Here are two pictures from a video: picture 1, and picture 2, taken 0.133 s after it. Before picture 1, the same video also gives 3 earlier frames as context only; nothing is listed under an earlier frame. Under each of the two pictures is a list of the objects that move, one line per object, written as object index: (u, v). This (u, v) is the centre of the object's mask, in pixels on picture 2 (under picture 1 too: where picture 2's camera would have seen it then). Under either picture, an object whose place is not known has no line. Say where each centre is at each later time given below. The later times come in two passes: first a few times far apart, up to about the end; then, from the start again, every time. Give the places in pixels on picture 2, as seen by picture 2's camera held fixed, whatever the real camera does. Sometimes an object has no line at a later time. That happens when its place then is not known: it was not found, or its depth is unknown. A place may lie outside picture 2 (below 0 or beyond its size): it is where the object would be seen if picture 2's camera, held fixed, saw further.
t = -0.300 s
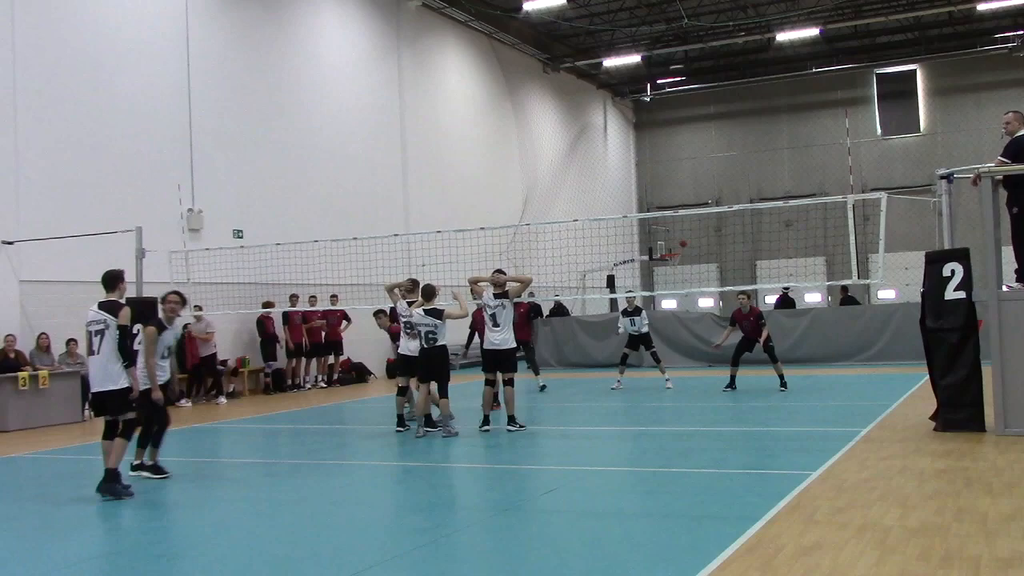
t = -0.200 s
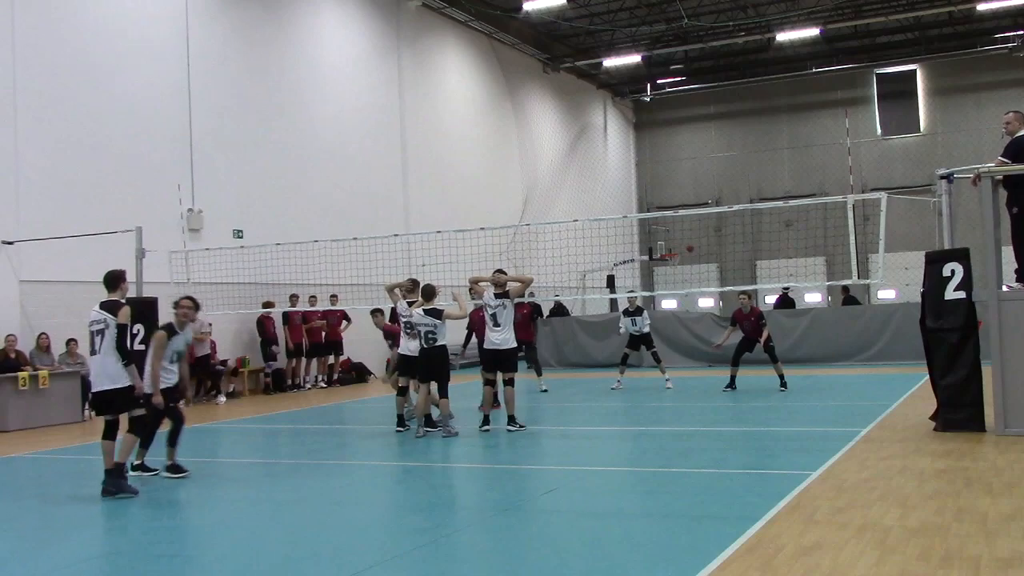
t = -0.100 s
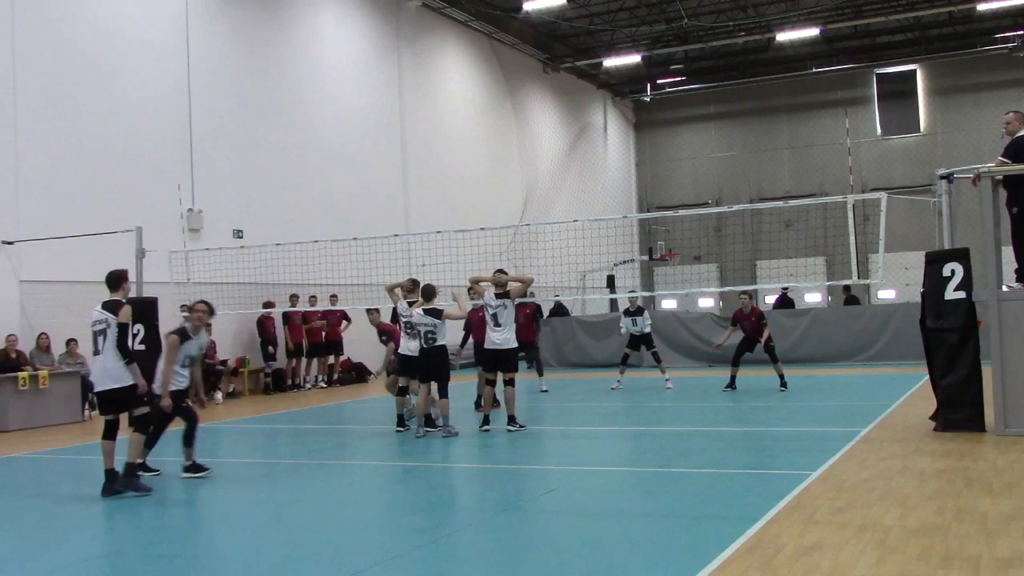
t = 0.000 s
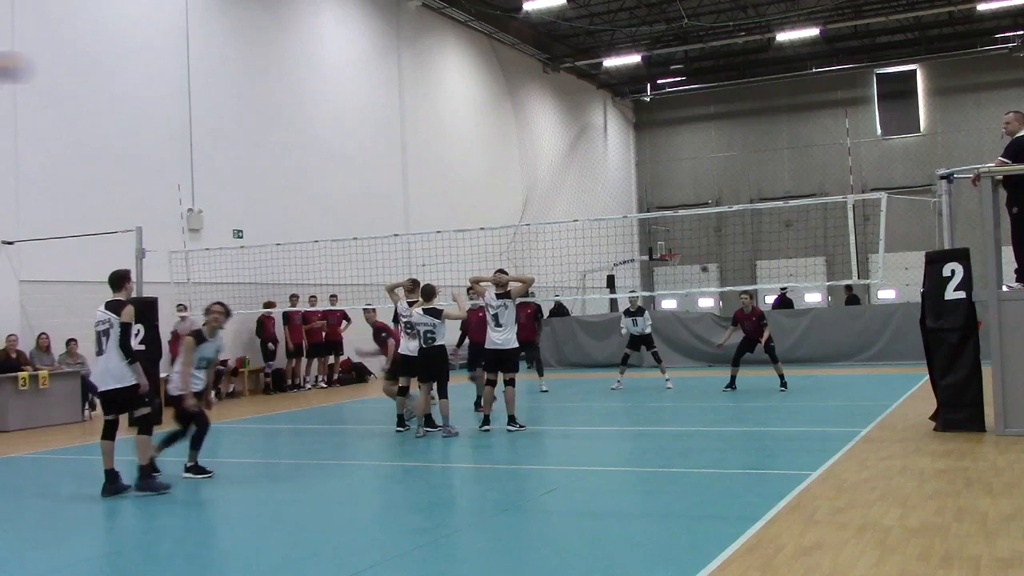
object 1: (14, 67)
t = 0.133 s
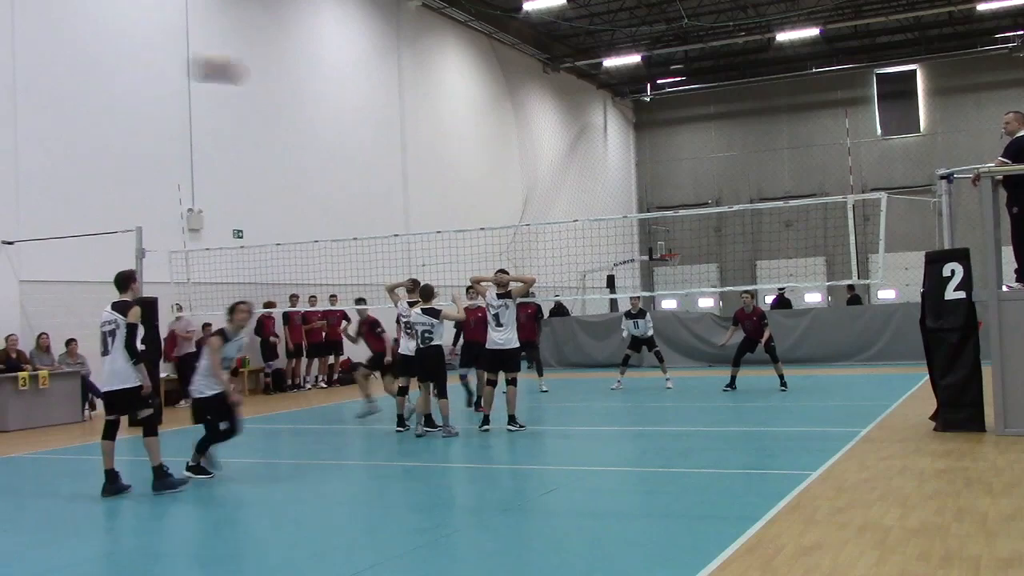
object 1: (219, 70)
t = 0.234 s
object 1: (335, 86)
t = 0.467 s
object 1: (520, 140)
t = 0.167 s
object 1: (260, 75)
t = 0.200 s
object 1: (299, 80)
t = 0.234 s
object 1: (335, 86)
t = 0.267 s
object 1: (370, 93)
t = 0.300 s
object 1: (399, 100)
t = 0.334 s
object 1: (428, 107)
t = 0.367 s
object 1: (453, 114)
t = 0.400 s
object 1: (476, 122)
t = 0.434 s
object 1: (499, 131)
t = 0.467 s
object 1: (520, 140)
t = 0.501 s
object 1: (539, 149)
